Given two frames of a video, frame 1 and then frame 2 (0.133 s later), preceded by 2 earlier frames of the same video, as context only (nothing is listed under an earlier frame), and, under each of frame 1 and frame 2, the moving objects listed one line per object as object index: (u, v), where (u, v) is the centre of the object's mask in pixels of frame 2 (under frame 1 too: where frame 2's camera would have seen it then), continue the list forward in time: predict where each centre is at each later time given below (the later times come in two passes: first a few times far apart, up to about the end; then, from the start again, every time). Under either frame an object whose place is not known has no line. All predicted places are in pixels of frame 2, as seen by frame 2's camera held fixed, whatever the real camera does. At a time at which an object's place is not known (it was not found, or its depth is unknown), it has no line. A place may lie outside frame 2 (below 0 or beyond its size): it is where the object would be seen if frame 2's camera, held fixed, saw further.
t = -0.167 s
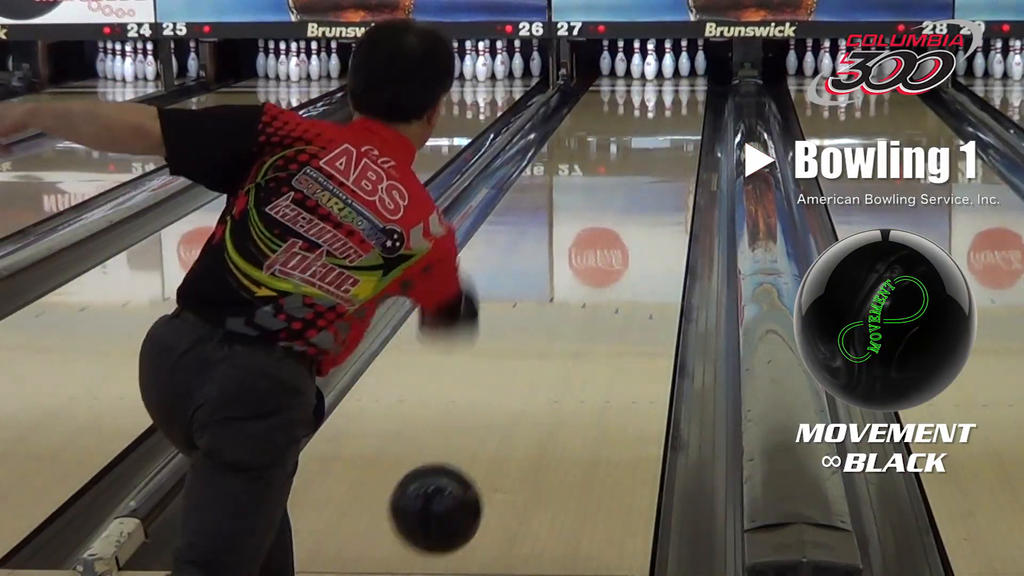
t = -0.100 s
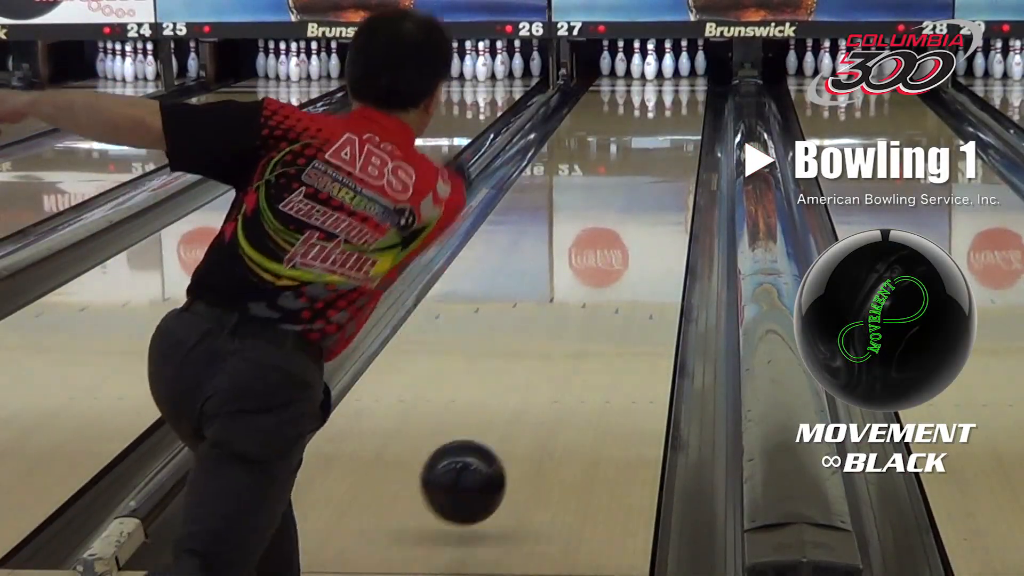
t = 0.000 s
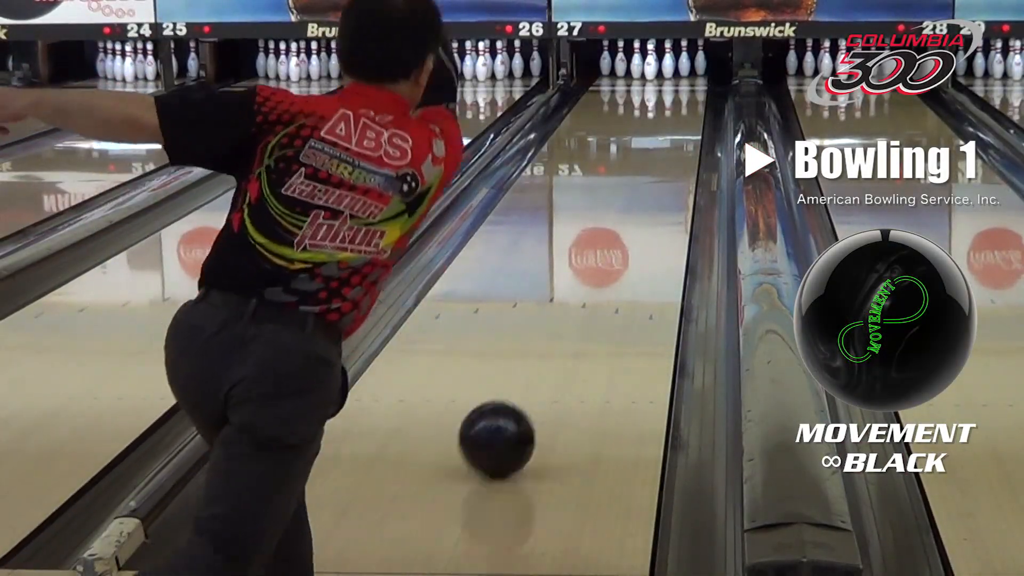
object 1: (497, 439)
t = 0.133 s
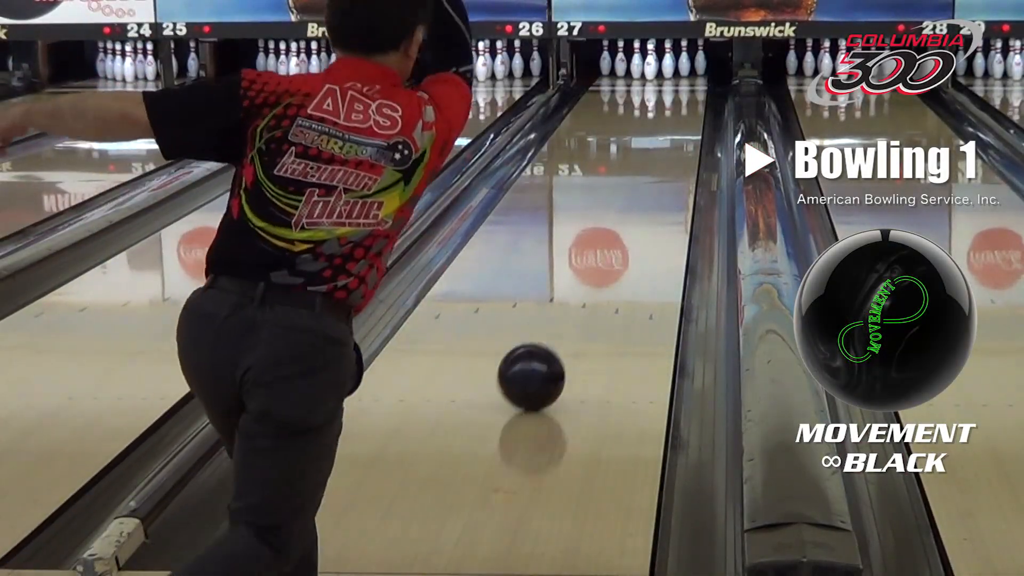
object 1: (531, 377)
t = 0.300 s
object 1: (564, 318)
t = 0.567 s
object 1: (599, 250)
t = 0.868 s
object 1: (625, 196)
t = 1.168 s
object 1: (642, 157)
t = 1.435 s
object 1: (652, 131)
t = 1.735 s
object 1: (660, 107)
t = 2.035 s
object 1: (662, 89)
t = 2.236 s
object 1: (660, 79)
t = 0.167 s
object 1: (539, 364)
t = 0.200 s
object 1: (545, 352)
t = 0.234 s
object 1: (552, 340)
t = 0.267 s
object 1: (558, 329)
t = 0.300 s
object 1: (564, 318)
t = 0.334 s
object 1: (569, 308)
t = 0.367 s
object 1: (574, 299)
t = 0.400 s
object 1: (579, 290)
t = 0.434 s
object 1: (583, 281)
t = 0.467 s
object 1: (587, 272)
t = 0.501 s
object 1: (591, 264)
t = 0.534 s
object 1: (595, 257)
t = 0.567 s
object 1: (599, 250)
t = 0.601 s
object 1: (603, 243)
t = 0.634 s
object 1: (606, 236)
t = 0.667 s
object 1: (609, 230)
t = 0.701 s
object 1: (612, 223)
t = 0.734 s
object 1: (615, 217)
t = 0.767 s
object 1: (617, 212)
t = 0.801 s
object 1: (620, 206)
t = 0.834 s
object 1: (623, 201)
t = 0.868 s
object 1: (625, 196)
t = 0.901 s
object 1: (627, 191)
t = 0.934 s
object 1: (629, 186)
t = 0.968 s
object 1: (631, 182)
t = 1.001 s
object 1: (633, 177)
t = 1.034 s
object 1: (635, 173)
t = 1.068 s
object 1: (637, 169)
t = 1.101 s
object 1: (639, 164)
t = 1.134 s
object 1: (641, 161)
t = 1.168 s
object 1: (642, 157)
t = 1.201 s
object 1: (644, 153)
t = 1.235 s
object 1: (645, 150)
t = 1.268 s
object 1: (646, 146)
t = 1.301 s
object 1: (648, 143)
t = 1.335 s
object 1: (649, 140)
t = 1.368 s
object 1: (650, 137)
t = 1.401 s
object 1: (652, 134)
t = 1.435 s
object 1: (652, 131)
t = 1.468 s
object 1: (653, 128)
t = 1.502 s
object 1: (655, 125)
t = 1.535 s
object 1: (656, 122)
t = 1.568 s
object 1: (657, 119)
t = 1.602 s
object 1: (657, 117)
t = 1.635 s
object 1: (658, 114)
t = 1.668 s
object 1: (659, 112)
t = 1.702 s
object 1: (659, 109)
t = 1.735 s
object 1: (660, 107)
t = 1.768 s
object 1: (660, 104)
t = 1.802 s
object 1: (660, 103)
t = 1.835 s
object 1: (661, 100)
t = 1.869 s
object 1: (661, 98)
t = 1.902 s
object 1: (661, 96)
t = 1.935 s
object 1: (662, 94)
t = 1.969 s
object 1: (662, 93)
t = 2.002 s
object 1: (662, 91)
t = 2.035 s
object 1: (662, 89)
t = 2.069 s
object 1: (662, 87)
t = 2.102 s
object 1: (662, 86)
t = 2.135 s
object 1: (661, 84)
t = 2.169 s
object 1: (661, 83)
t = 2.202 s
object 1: (661, 81)
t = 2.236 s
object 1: (660, 79)
